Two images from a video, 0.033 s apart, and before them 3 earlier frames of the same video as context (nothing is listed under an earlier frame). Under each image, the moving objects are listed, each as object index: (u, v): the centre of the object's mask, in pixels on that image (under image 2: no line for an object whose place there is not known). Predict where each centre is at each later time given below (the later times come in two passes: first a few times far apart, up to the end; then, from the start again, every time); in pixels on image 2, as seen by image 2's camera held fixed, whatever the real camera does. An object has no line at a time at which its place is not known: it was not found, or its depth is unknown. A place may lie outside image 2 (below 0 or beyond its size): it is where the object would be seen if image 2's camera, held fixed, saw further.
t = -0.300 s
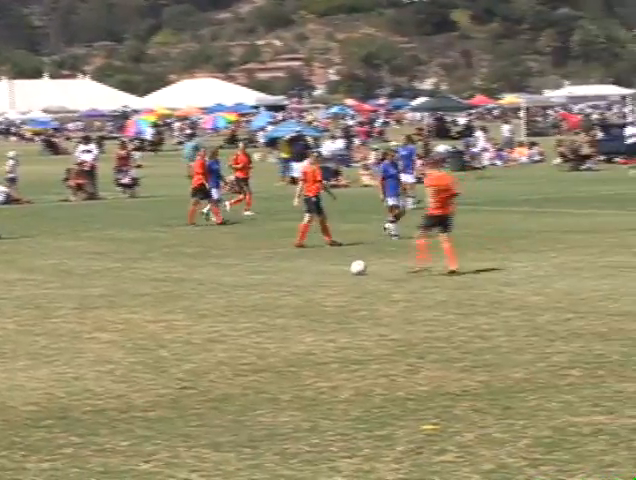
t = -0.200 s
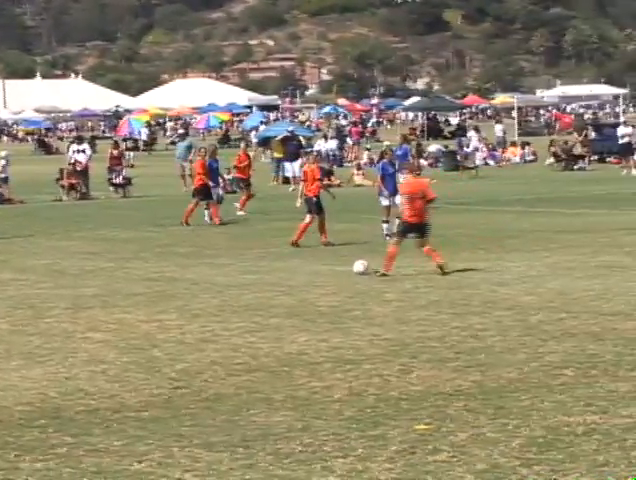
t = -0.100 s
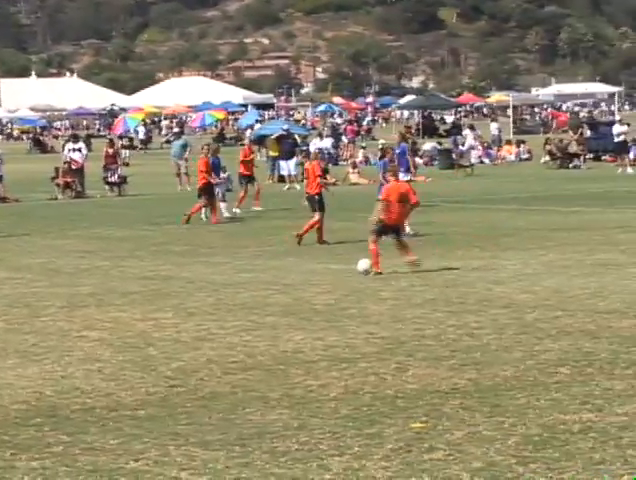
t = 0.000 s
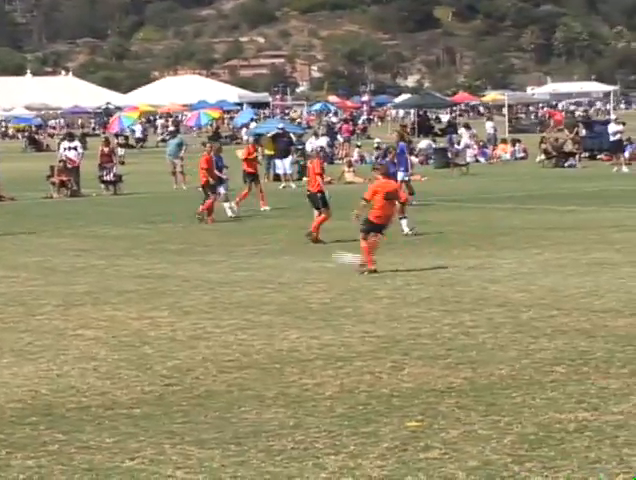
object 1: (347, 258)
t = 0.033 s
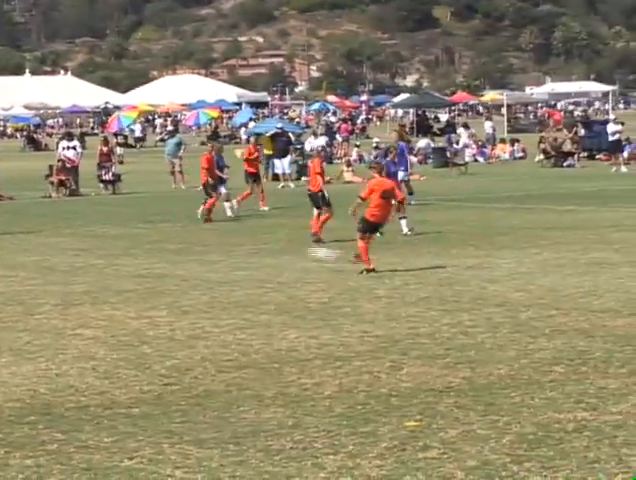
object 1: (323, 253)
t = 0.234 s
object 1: (187, 243)
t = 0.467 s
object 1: (48, 262)
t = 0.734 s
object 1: (-67, 248)
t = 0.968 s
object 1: (-152, 254)
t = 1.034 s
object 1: (-174, 254)
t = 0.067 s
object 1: (299, 249)
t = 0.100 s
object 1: (276, 247)
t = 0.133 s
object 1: (253, 245)
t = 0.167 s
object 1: (231, 243)
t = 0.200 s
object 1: (209, 242)
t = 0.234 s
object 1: (187, 243)
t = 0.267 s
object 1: (167, 244)
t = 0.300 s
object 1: (146, 246)
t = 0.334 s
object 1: (126, 248)
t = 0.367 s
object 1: (106, 252)
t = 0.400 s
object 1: (86, 256)
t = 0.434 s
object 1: (66, 260)
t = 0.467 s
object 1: (48, 262)
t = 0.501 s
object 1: (33, 258)
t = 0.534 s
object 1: (19, 254)
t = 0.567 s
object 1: (4, 251)
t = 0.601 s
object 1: (-10, 249)
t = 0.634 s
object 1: (-25, 247)
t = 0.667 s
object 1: (-39, 246)
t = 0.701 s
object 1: (-52, 247)
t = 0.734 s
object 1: (-67, 248)
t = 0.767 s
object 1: (-80, 249)
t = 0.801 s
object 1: (-92, 252)
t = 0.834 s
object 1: (-106, 254)
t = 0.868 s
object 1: (-120, 258)
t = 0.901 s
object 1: (-131, 257)
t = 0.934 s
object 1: (-141, 256)
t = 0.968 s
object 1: (-152, 254)
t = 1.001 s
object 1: (-162, 254)
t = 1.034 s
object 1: (-174, 254)
